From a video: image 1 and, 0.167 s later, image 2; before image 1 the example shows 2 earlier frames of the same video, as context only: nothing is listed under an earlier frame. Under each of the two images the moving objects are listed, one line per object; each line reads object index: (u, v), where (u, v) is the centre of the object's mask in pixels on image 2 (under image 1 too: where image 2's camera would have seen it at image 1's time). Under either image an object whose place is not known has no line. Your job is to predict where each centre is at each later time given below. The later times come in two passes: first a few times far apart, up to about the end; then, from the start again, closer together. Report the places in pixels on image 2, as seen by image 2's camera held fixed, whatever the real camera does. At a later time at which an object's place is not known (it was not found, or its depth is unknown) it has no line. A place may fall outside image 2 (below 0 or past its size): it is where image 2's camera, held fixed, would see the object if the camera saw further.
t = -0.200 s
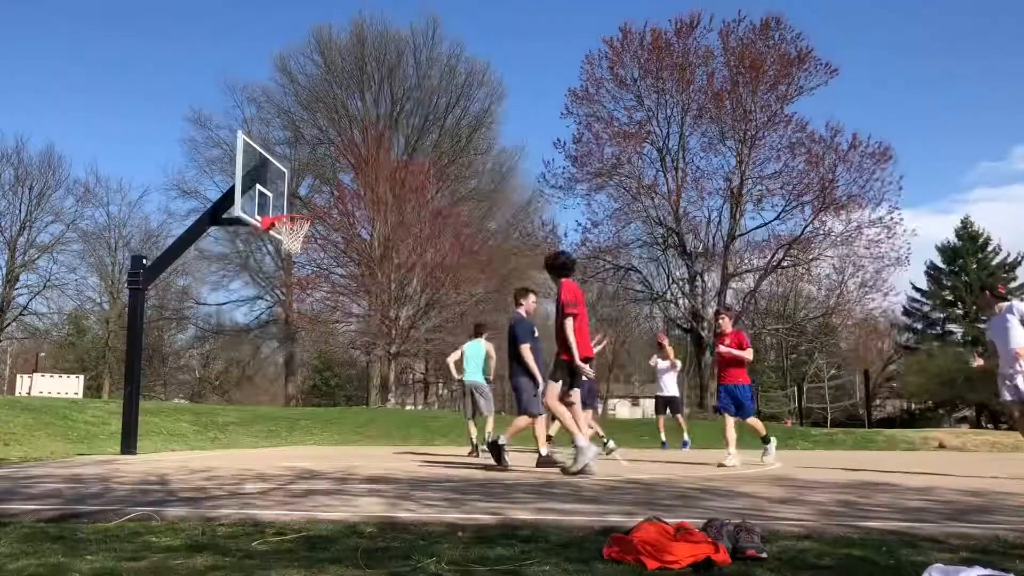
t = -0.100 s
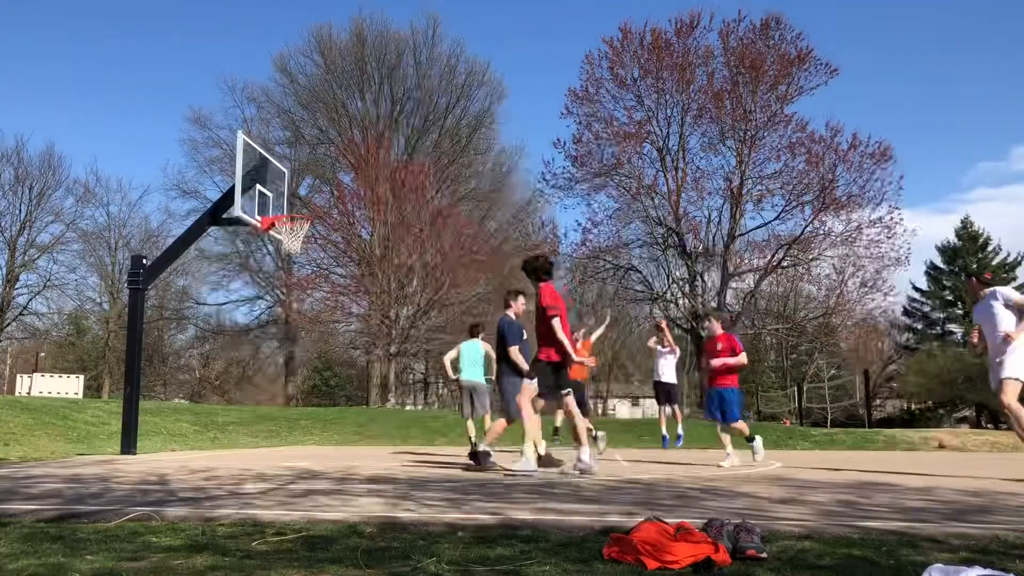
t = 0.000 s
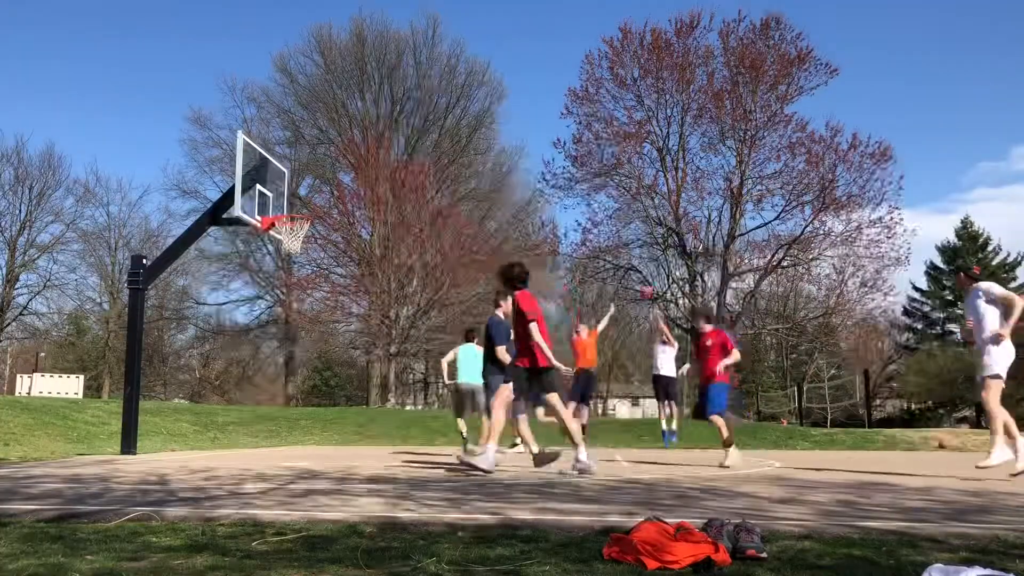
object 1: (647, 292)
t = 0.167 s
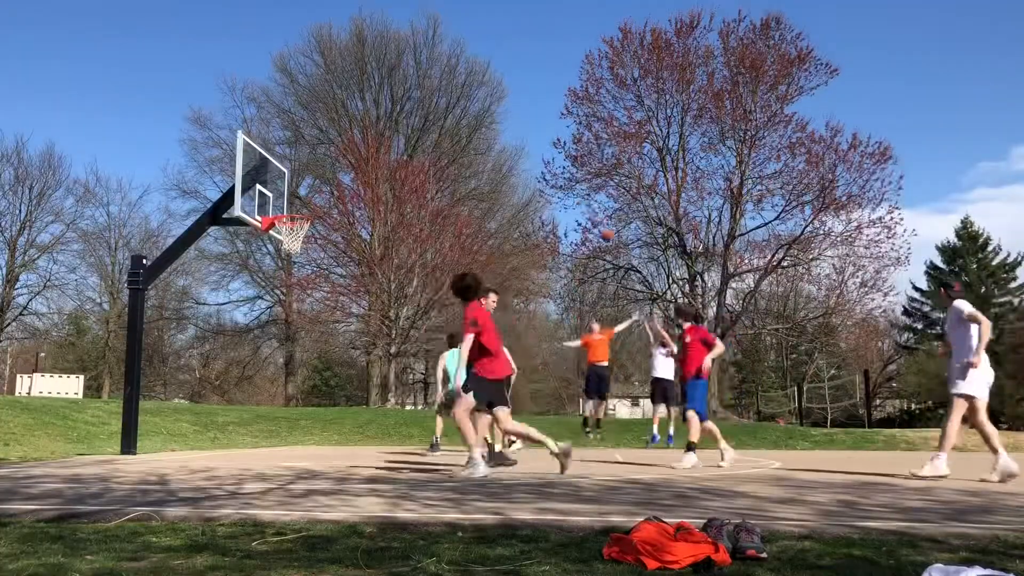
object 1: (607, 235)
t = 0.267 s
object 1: (582, 207)
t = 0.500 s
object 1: (524, 158)
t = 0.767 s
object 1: (452, 141)
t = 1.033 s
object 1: (367, 164)
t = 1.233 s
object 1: (296, 216)
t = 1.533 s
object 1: (257, 264)
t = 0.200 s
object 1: (599, 224)
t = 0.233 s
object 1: (591, 216)
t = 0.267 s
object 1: (582, 207)
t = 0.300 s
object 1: (574, 198)
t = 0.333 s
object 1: (566, 190)
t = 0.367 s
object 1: (558, 182)
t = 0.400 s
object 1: (549, 176)
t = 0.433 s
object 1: (540, 170)
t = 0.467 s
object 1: (532, 164)
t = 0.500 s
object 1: (524, 158)
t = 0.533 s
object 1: (515, 154)
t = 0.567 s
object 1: (506, 151)
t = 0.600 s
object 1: (498, 148)
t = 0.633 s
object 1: (488, 145)
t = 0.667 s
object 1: (480, 143)
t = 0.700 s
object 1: (470, 142)
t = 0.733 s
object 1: (461, 140)
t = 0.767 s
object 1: (452, 141)
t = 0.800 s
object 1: (442, 141)
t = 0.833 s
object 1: (432, 141)
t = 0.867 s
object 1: (421, 144)
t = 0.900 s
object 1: (411, 146)
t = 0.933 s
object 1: (401, 150)
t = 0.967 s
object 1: (390, 154)
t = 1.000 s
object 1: (379, 159)
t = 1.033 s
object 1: (367, 164)
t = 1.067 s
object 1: (356, 171)
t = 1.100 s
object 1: (345, 179)
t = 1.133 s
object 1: (332, 187)
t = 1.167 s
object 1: (321, 196)
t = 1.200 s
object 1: (307, 207)
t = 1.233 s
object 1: (296, 216)
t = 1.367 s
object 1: (273, 237)
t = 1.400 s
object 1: (270, 241)
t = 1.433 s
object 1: (266, 246)
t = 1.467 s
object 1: (264, 251)
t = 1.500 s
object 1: (261, 256)
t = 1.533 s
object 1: (257, 264)
